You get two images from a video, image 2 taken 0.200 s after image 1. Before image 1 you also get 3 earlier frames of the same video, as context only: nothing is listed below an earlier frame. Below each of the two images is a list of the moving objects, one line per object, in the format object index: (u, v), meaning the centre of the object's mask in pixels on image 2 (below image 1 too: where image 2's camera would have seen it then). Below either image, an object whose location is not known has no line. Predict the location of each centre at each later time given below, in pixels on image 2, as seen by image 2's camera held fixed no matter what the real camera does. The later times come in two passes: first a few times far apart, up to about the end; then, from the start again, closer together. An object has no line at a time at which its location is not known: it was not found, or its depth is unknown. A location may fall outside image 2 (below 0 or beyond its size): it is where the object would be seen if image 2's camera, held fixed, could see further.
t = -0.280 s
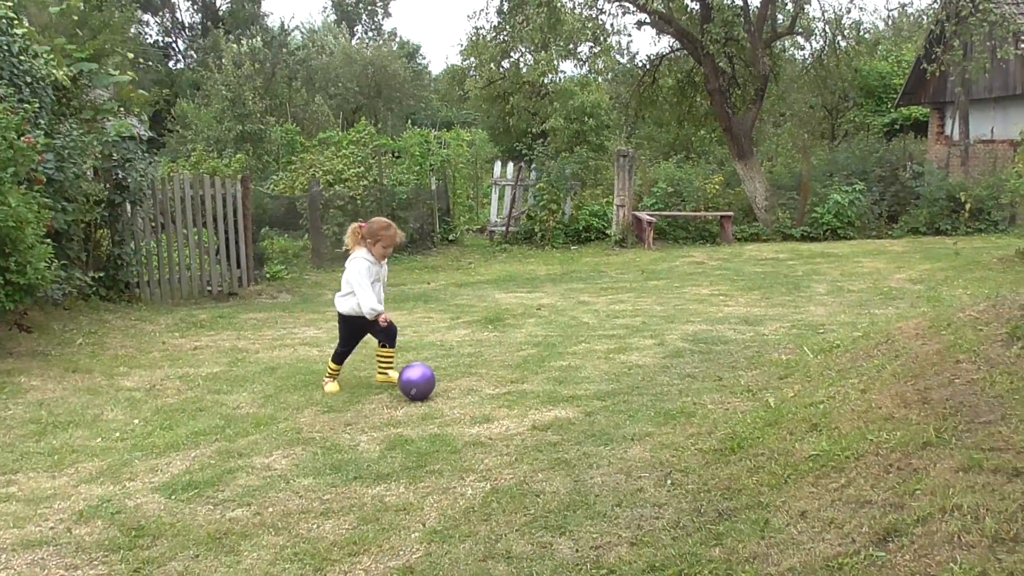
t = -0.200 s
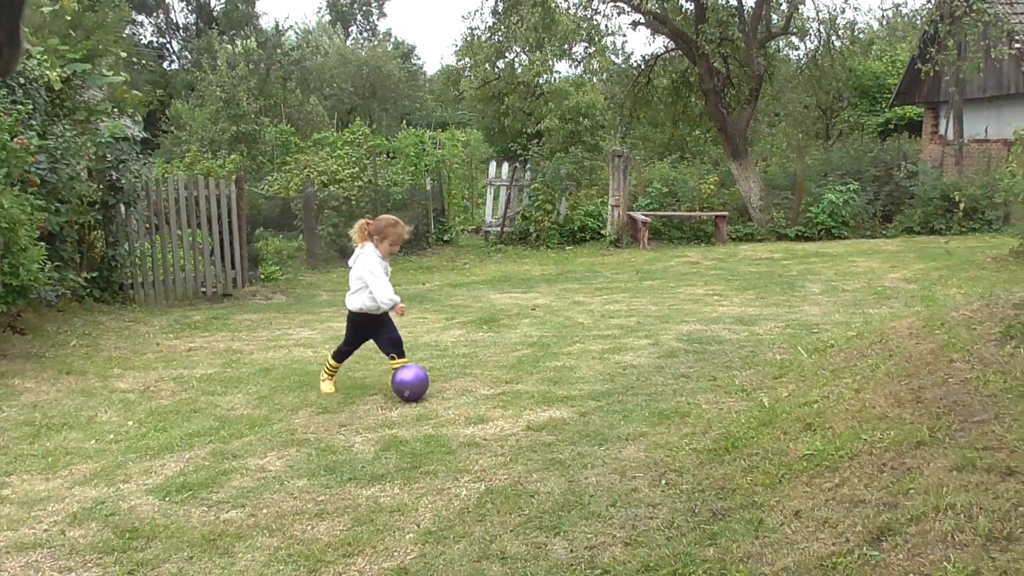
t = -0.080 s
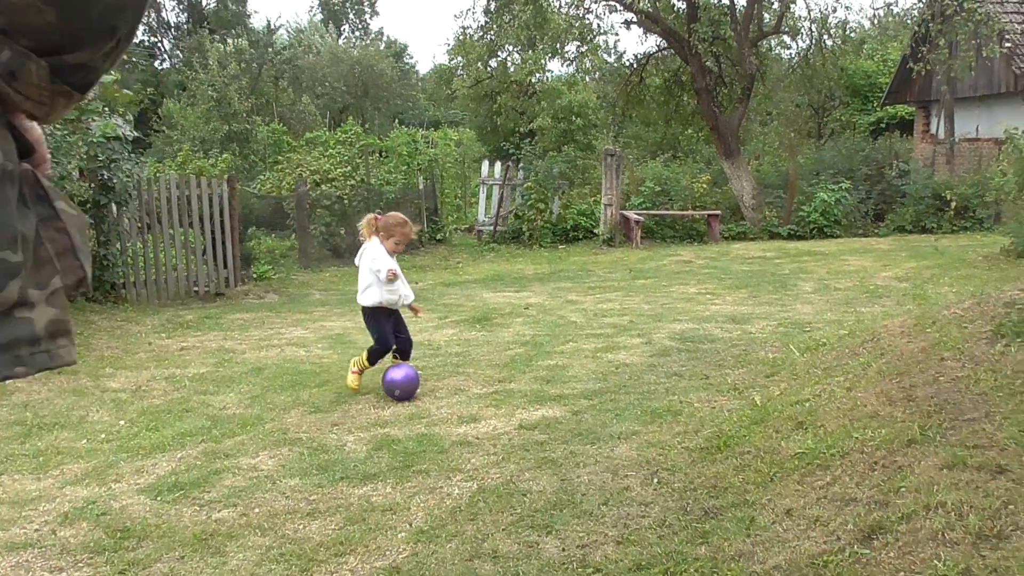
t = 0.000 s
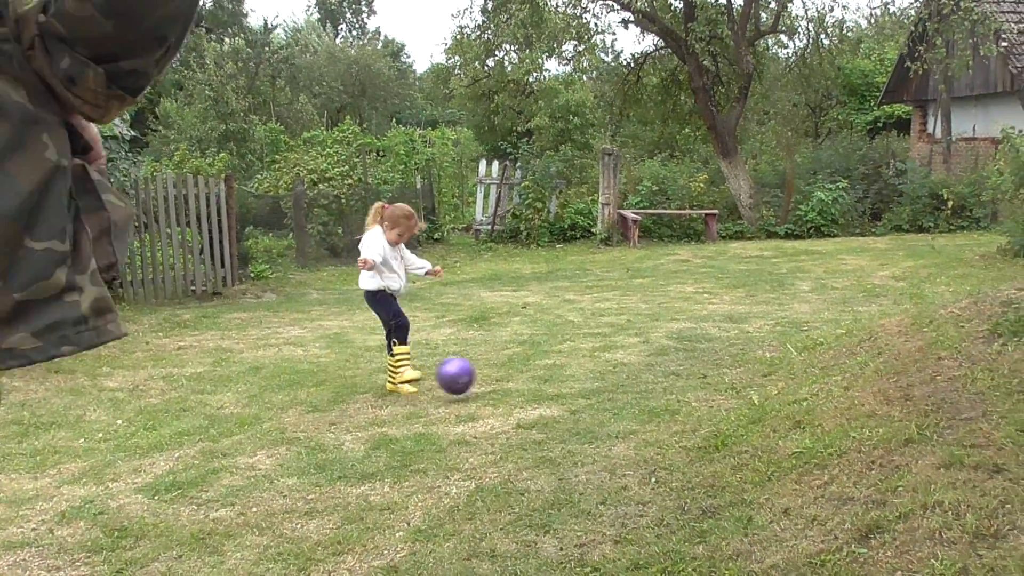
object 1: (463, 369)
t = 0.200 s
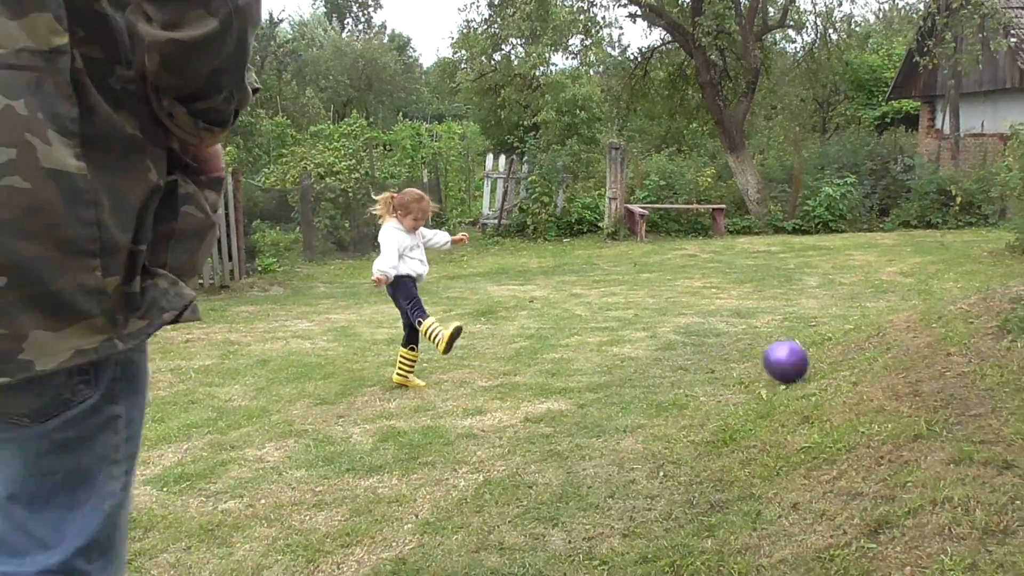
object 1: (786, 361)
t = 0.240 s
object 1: (822, 343)
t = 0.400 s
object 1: (960, 301)
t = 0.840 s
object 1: (1022, 173)
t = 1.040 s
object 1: (945, 220)
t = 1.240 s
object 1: (864, 326)
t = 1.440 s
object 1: (783, 308)
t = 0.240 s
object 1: (822, 343)
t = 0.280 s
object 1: (857, 328)
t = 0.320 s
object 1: (890, 315)
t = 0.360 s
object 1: (925, 306)
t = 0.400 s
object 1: (960, 301)
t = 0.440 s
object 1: (993, 297)
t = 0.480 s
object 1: (1009, 276)
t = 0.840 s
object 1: (1022, 173)
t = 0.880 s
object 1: (1013, 176)
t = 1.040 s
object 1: (945, 220)
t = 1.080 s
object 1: (928, 240)
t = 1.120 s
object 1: (911, 263)
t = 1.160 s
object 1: (895, 289)
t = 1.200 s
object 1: (878, 319)
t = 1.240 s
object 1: (864, 326)
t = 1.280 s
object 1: (847, 315)
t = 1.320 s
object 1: (832, 309)
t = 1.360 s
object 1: (815, 305)
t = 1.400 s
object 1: (799, 305)
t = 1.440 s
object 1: (783, 308)
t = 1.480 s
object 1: (768, 314)
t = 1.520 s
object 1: (752, 324)
